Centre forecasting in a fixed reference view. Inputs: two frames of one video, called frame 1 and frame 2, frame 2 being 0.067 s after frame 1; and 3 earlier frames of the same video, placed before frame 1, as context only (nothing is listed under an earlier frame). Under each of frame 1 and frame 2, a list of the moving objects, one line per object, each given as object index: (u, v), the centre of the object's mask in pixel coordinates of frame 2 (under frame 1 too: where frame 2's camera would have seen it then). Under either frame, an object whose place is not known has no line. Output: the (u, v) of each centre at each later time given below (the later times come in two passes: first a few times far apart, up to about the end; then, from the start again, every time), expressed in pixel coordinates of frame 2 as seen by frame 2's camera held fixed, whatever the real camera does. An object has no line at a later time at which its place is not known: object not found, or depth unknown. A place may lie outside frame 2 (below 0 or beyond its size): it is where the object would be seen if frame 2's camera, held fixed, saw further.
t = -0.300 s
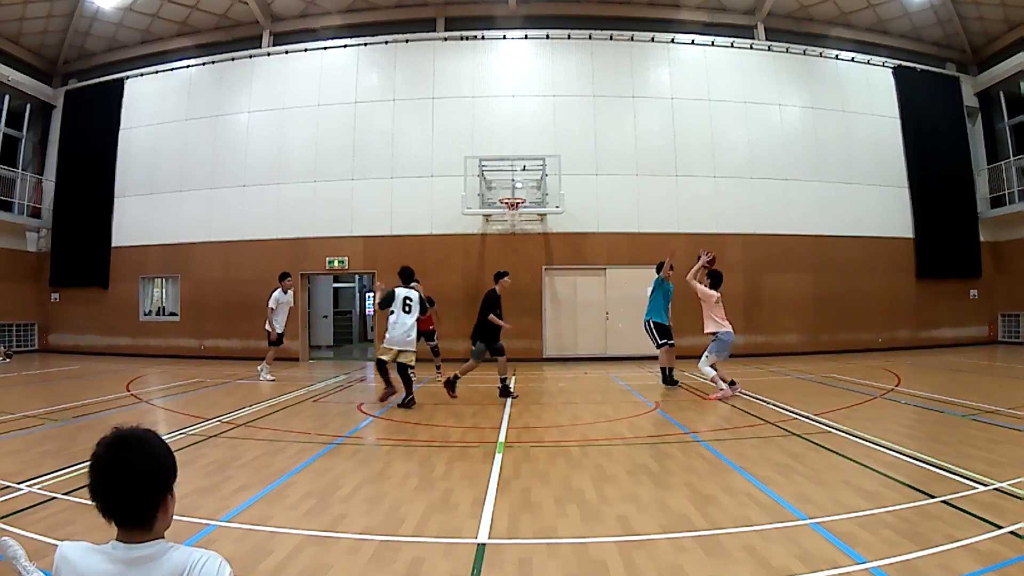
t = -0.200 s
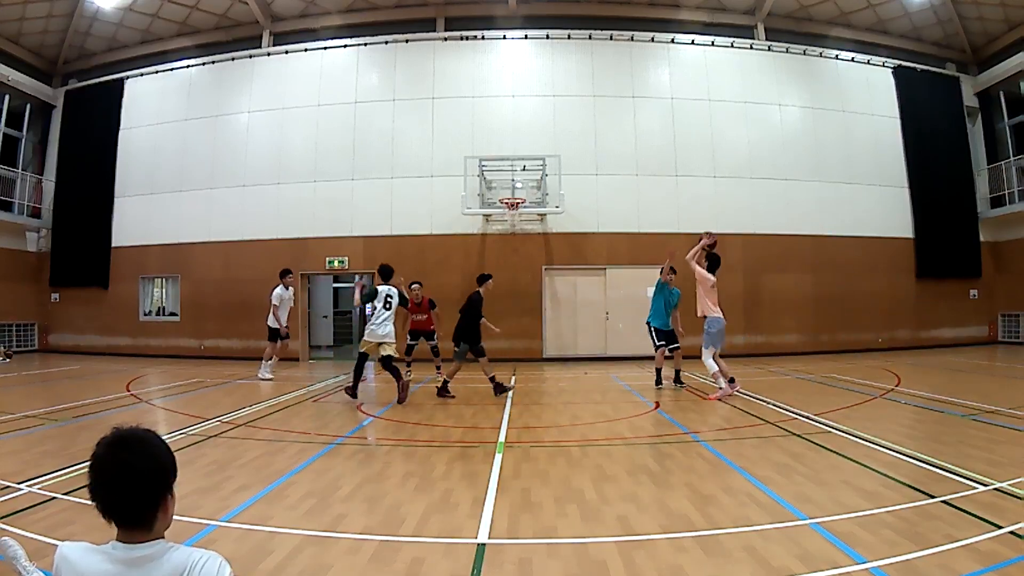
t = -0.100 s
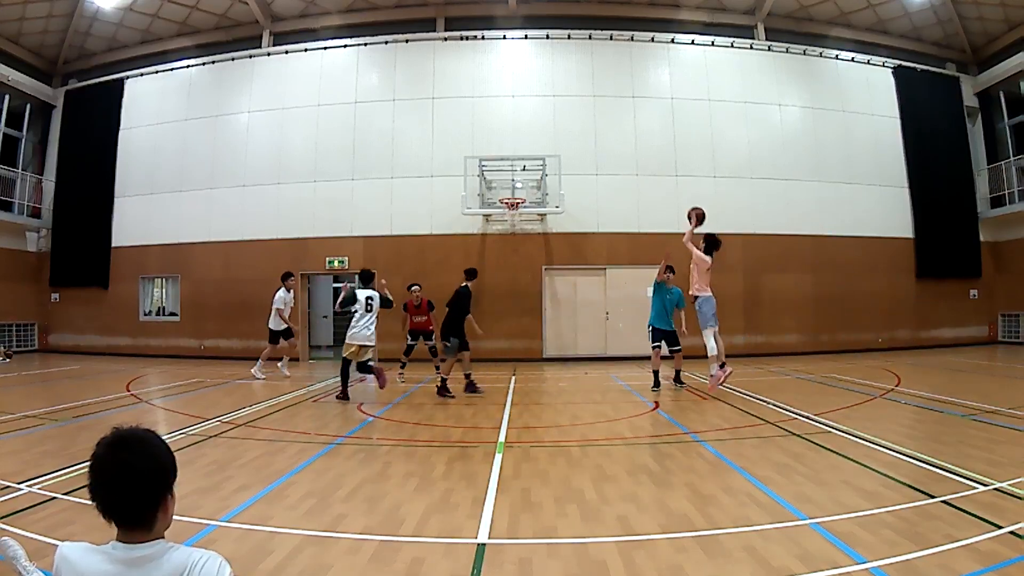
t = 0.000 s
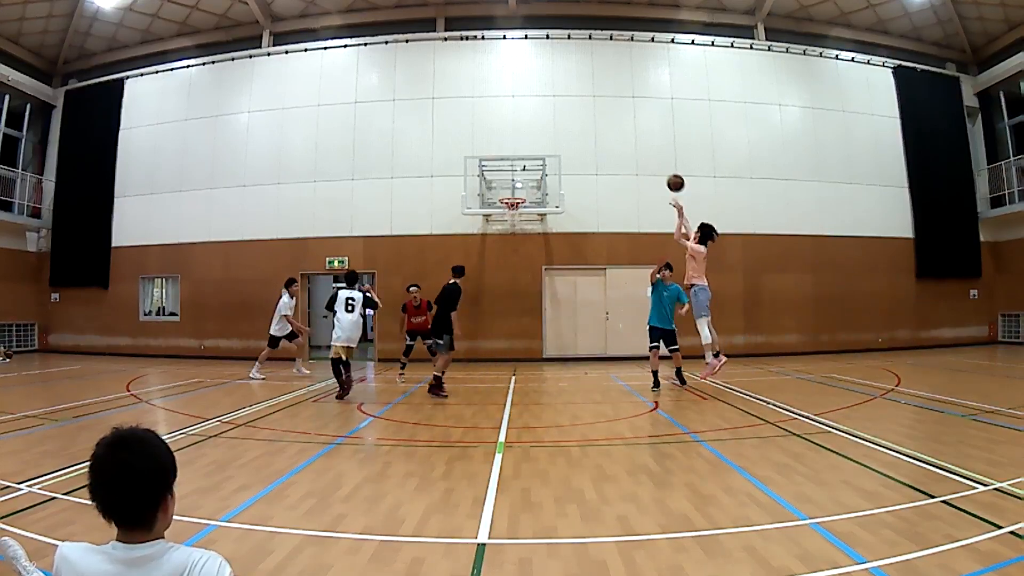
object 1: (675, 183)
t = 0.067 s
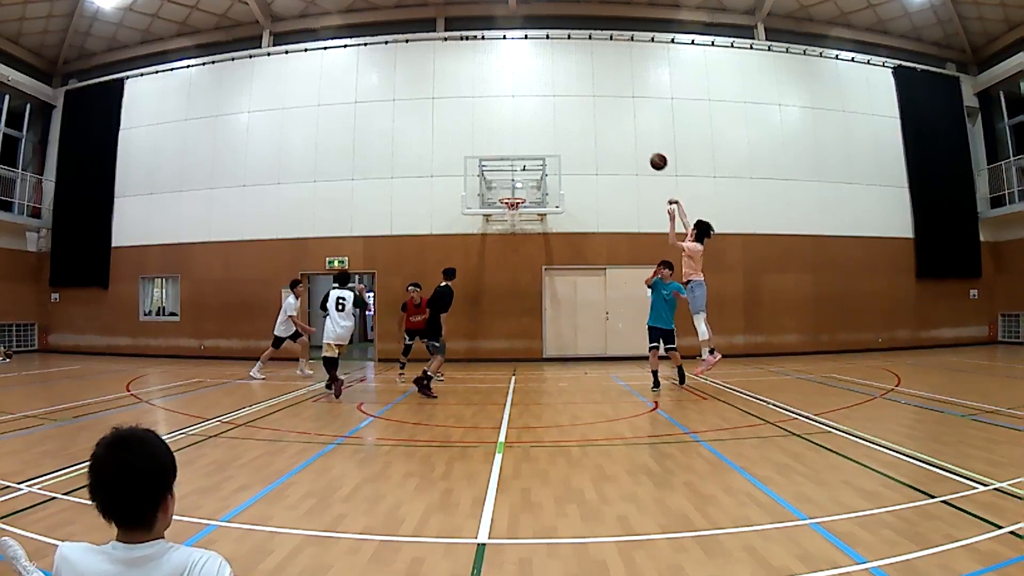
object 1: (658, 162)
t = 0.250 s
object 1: (617, 125)
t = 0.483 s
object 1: (574, 114)
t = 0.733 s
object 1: (536, 137)
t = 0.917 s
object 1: (513, 172)
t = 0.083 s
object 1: (654, 157)
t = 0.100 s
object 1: (650, 153)
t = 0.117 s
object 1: (646, 148)
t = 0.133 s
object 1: (642, 145)
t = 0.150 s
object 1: (639, 141)
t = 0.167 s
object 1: (635, 138)
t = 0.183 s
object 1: (631, 135)
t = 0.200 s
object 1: (627, 132)
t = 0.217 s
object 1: (624, 129)
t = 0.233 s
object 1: (620, 127)
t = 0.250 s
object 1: (617, 125)
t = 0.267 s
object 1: (613, 123)
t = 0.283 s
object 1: (610, 121)
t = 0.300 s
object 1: (607, 119)
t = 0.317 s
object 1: (604, 118)
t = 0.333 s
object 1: (600, 117)
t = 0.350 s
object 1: (597, 116)
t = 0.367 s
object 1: (594, 115)
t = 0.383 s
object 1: (591, 114)
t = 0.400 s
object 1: (588, 114)
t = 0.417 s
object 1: (585, 114)
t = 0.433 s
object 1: (582, 113)
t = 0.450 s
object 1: (579, 113)
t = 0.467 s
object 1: (577, 114)
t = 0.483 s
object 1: (574, 114)
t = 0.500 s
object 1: (571, 115)
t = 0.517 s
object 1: (568, 115)
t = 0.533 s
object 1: (566, 116)
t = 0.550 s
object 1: (563, 117)
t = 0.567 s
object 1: (560, 118)
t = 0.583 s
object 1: (558, 119)
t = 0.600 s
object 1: (555, 121)
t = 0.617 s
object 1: (553, 122)
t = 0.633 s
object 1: (551, 124)
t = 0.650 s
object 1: (548, 126)
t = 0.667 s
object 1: (546, 128)
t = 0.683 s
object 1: (543, 130)
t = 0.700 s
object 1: (541, 132)
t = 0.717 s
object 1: (539, 135)
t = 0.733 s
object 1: (536, 137)
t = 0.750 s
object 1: (534, 140)
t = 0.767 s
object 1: (532, 142)
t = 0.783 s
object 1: (530, 145)
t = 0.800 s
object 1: (527, 148)
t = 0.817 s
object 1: (525, 151)
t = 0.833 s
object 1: (523, 154)
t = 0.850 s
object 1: (521, 158)
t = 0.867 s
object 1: (519, 162)
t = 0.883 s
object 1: (517, 165)
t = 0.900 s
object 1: (515, 168)
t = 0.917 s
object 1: (513, 172)
